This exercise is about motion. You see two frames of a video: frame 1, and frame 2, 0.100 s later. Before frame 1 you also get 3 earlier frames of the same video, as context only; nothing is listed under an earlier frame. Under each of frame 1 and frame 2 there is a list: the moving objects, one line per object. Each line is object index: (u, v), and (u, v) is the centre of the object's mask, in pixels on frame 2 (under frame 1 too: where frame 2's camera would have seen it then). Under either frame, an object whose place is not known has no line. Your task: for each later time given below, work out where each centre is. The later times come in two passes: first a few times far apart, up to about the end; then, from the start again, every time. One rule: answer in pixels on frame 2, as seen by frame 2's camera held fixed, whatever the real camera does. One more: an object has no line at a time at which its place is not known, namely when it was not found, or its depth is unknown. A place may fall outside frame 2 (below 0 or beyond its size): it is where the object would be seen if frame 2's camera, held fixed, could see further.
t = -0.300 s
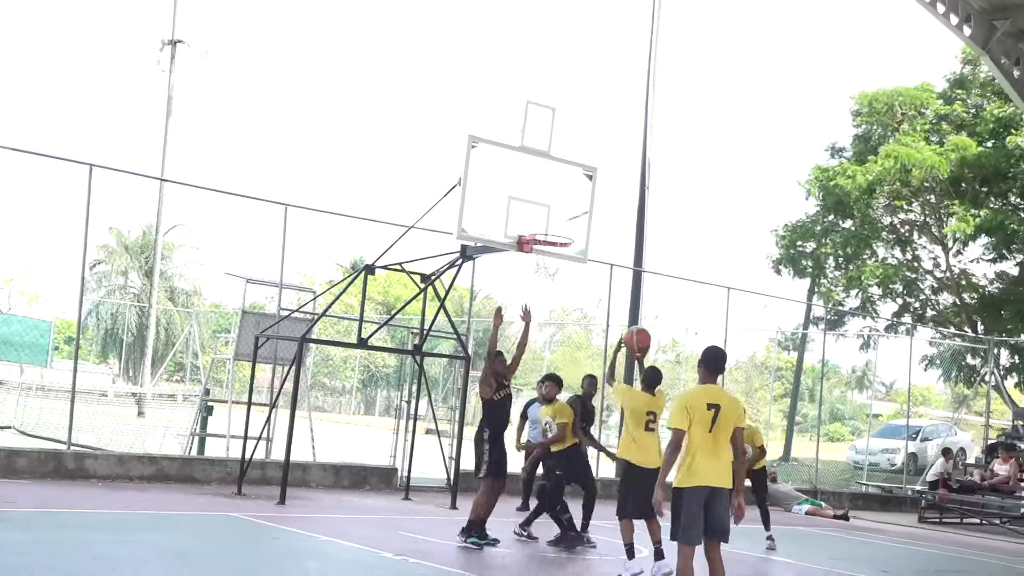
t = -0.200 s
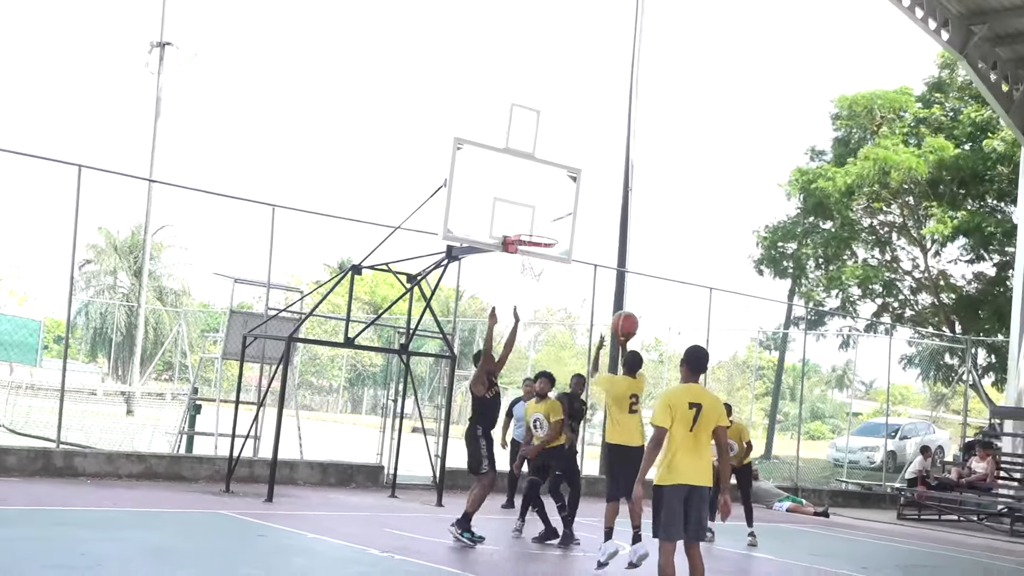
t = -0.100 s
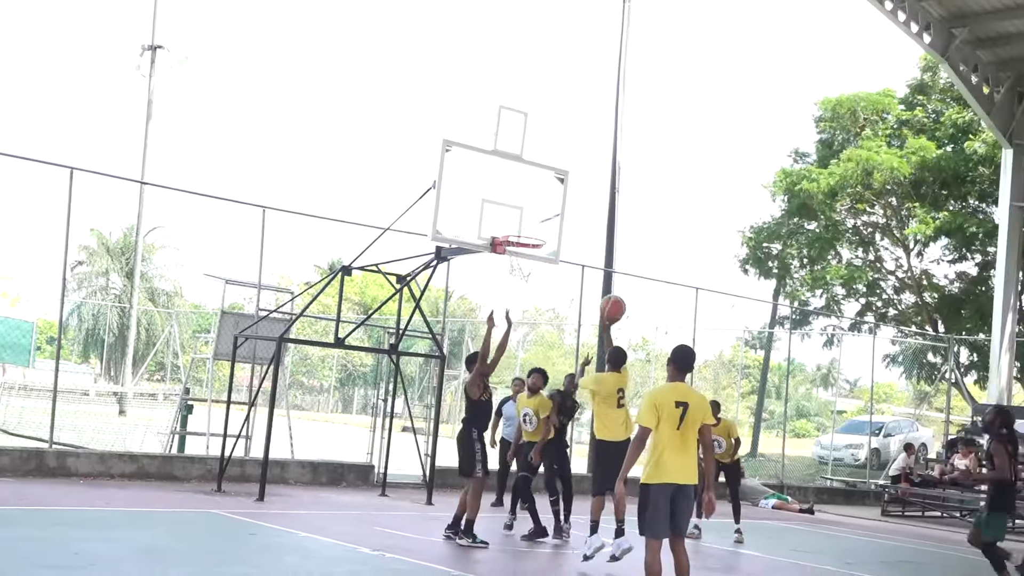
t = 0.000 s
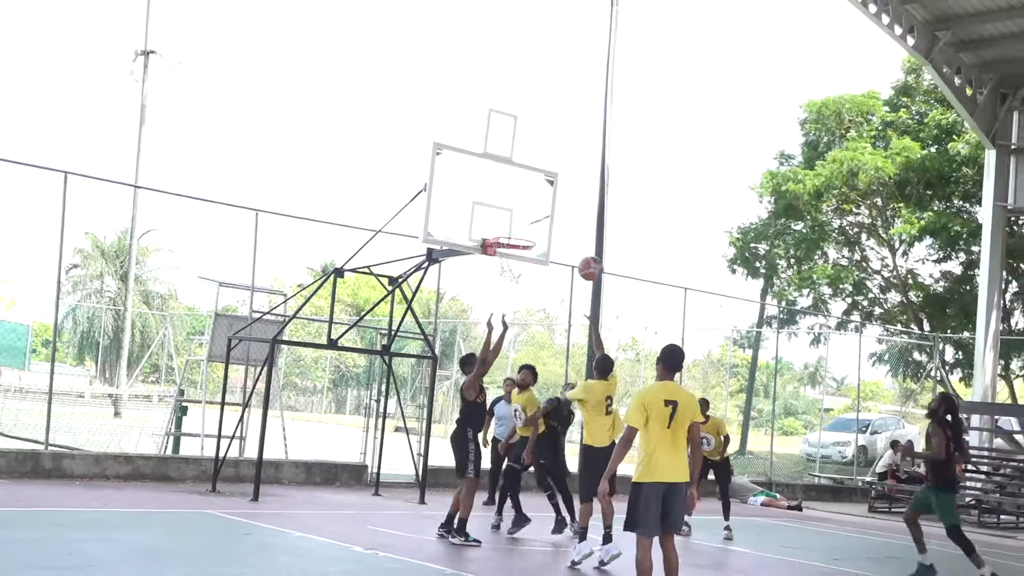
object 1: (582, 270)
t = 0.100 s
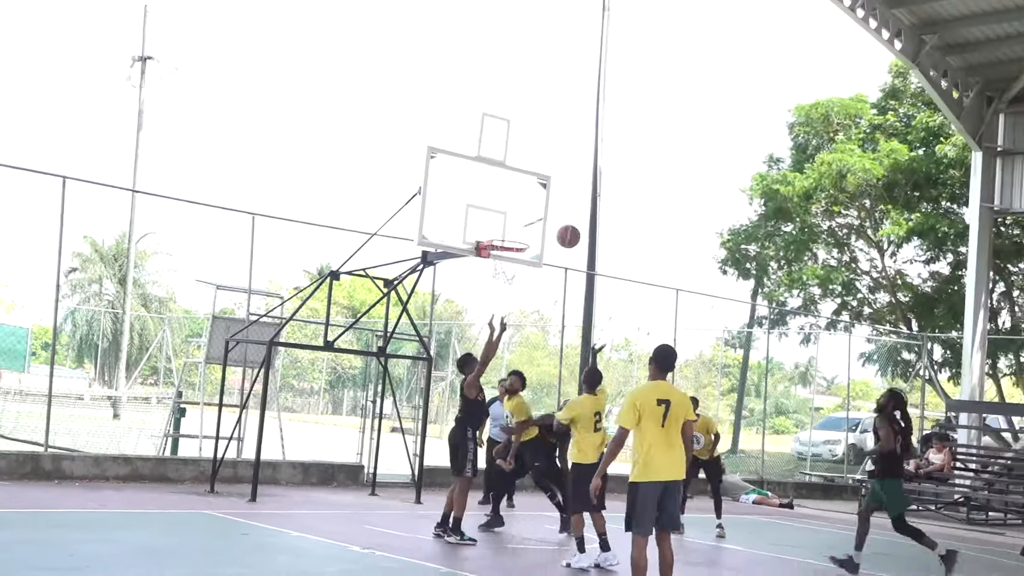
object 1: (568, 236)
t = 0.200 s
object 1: (553, 214)
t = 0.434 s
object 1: (517, 201)
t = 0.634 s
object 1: (485, 231)
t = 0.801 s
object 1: (492, 219)
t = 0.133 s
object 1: (563, 228)
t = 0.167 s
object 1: (558, 221)
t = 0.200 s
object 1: (553, 214)
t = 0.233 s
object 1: (548, 210)
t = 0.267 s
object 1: (543, 205)
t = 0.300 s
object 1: (538, 203)
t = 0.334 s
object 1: (533, 201)
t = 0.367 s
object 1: (528, 200)
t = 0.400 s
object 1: (523, 200)
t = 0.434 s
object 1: (517, 201)
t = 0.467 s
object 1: (512, 204)
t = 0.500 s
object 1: (506, 208)
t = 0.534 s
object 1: (501, 212)
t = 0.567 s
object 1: (496, 217)
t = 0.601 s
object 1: (490, 224)
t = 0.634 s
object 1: (485, 231)
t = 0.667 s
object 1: (482, 228)
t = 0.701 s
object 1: (483, 224)
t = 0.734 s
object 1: (486, 222)
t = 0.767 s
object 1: (489, 220)
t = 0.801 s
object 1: (492, 219)
